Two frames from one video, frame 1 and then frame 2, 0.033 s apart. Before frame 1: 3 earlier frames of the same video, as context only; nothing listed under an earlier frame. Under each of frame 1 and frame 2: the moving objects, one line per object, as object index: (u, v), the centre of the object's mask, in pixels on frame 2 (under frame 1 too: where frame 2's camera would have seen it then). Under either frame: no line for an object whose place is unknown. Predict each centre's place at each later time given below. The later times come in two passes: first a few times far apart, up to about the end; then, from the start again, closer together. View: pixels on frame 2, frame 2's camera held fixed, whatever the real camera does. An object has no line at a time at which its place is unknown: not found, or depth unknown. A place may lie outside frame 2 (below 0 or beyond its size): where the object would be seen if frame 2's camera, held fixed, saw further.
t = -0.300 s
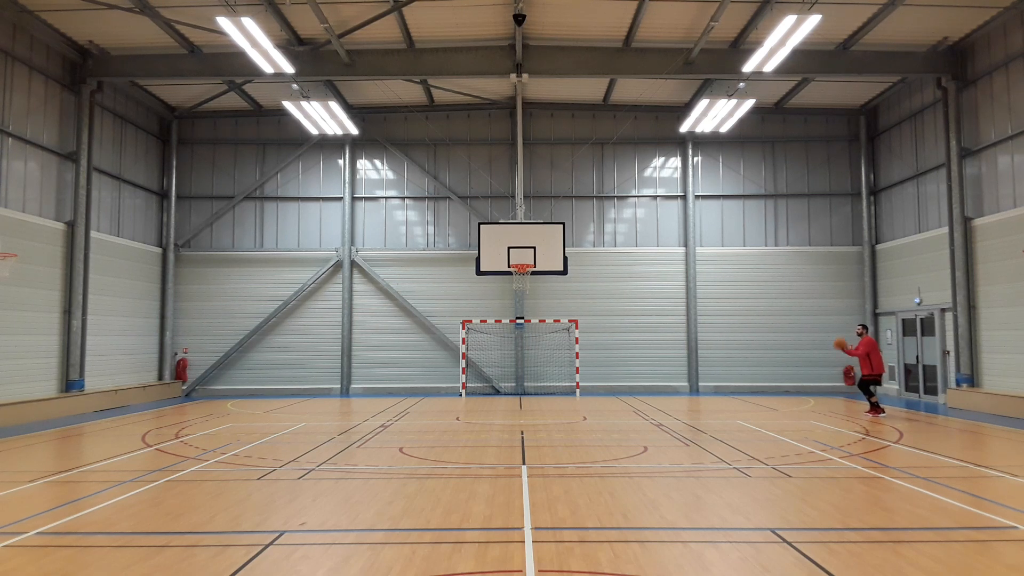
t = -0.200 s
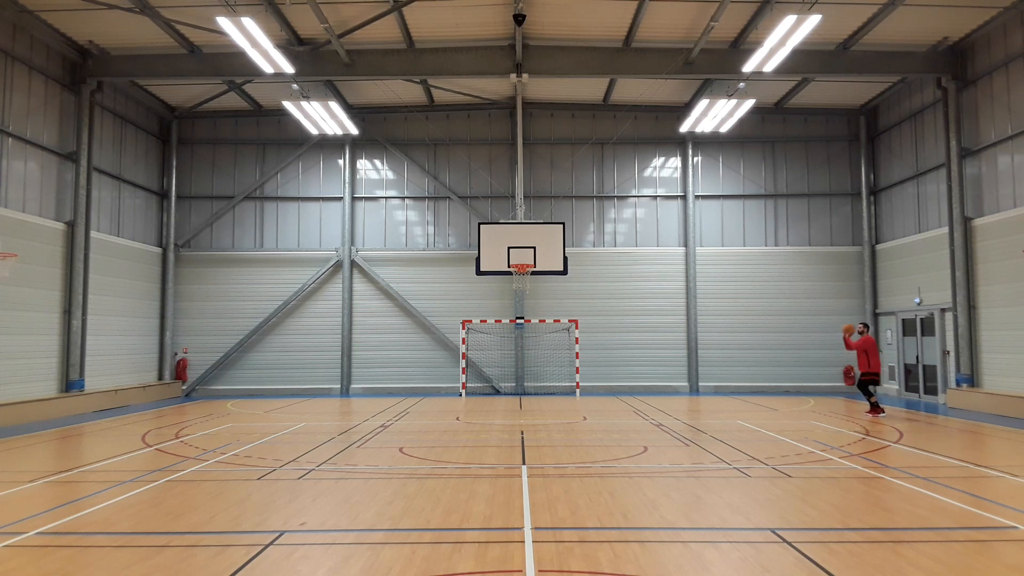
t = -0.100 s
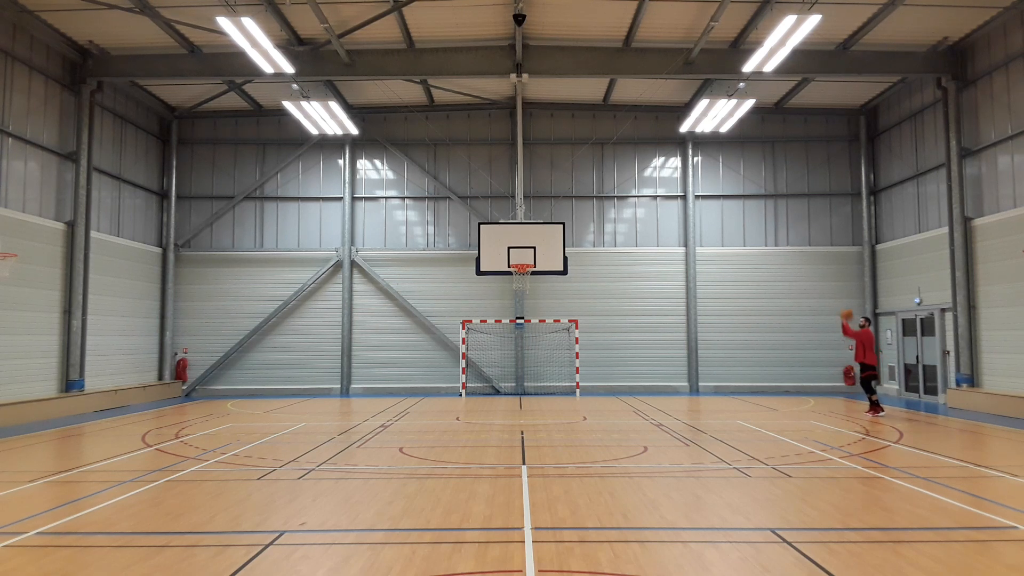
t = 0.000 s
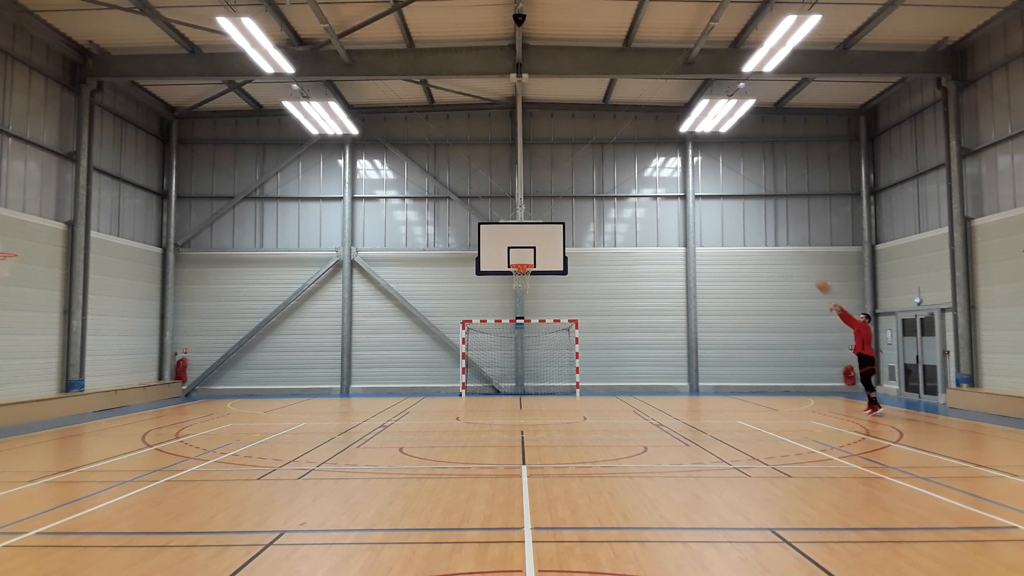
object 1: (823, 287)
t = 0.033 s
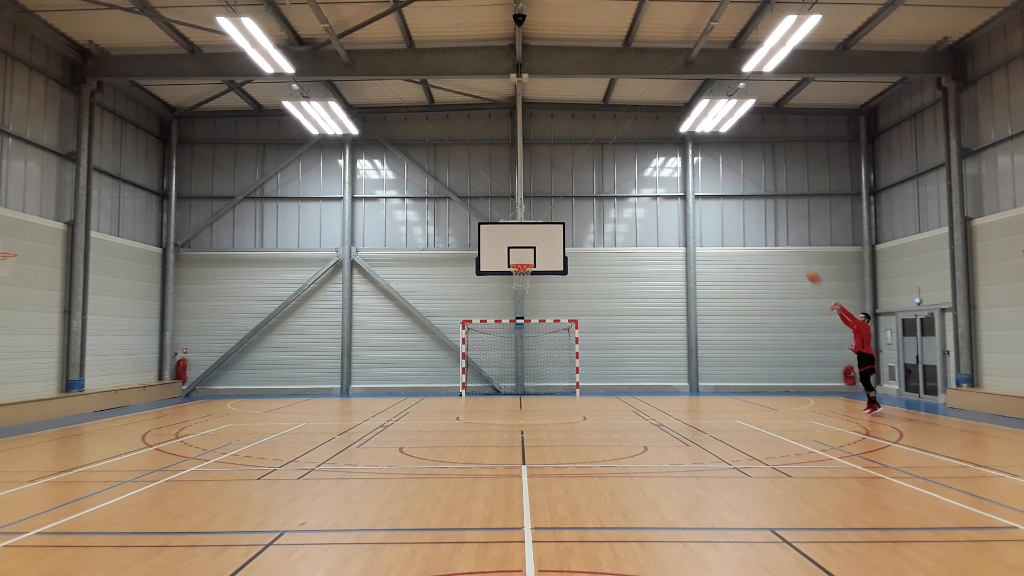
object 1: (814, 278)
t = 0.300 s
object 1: (739, 223)
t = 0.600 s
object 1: (659, 200)
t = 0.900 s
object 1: (581, 218)
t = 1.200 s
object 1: (520, 265)
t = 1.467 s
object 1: (505, 258)
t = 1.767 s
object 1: (499, 284)
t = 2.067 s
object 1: (496, 357)
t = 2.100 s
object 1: (495, 368)
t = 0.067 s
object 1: (804, 269)
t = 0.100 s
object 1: (795, 261)
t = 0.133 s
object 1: (785, 253)
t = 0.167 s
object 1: (776, 246)
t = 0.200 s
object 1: (767, 240)
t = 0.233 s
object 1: (757, 233)
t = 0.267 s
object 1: (748, 228)
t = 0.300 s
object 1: (739, 223)
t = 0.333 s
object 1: (730, 218)
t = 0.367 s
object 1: (720, 214)
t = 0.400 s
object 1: (713, 210)
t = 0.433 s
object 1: (703, 207)
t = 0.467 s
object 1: (694, 204)
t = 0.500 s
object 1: (685, 202)
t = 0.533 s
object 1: (677, 201)
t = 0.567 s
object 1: (668, 200)
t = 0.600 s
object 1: (659, 200)
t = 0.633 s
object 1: (650, 200)
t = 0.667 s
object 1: (642, 201)
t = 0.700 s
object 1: (633, 201)
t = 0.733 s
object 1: (624, 202)
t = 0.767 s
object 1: (616, 205)
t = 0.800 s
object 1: (606, 207)
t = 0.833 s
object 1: (598, 210)
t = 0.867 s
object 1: (589, 214)
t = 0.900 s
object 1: (581, 218)
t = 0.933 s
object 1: (572, 223)
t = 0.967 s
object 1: (563, 228)
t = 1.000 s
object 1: (555, 232)
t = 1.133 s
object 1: (521, 260)
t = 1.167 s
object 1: (519, 264)
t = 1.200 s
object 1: (520, 265)
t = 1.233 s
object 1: (525, 265)
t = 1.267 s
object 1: (525, 264)
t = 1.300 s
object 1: (522, 262)
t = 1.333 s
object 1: (519, 260)
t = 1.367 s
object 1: (516, 259)
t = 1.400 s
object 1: (513, 258)
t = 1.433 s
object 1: (510, 258)
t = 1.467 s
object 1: (505, 258)
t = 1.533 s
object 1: (502, 259)
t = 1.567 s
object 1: (502, 260)
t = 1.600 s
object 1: (501, 264)
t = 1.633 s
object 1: (500, 268)
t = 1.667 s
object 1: (500, 271)
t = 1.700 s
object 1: (500, 275)
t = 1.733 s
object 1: (499, 279)
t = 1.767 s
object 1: (499, 284)
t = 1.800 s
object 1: (498, 290)
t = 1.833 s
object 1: (498, 296)
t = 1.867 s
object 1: (497, 303)
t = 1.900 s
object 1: (497, 310)
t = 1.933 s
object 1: (497, 318)
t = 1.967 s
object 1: (497, 328)
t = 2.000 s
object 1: (496, 337)
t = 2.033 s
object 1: (496, 346)
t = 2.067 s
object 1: (496, 357)
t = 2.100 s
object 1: (495, 368)
